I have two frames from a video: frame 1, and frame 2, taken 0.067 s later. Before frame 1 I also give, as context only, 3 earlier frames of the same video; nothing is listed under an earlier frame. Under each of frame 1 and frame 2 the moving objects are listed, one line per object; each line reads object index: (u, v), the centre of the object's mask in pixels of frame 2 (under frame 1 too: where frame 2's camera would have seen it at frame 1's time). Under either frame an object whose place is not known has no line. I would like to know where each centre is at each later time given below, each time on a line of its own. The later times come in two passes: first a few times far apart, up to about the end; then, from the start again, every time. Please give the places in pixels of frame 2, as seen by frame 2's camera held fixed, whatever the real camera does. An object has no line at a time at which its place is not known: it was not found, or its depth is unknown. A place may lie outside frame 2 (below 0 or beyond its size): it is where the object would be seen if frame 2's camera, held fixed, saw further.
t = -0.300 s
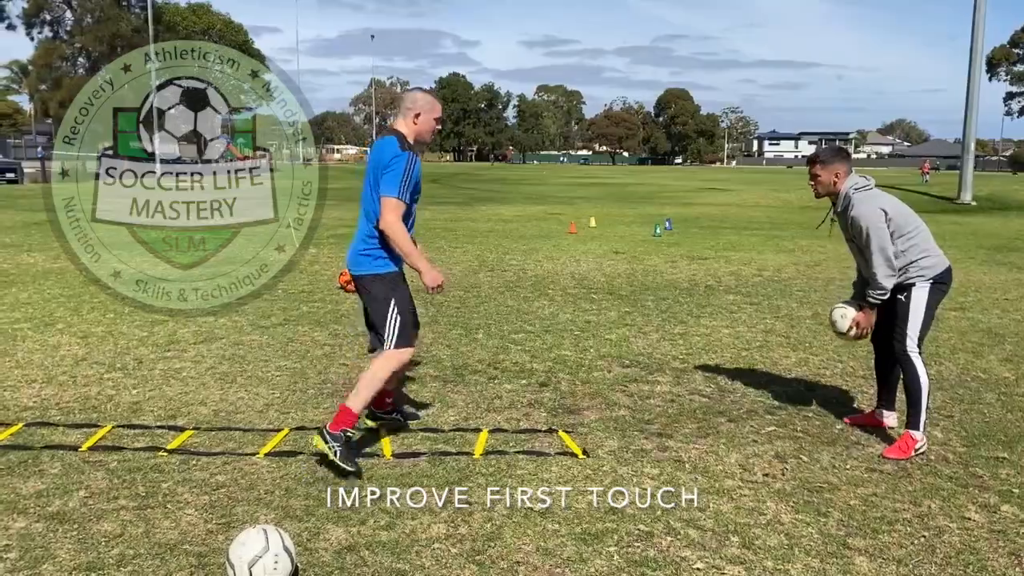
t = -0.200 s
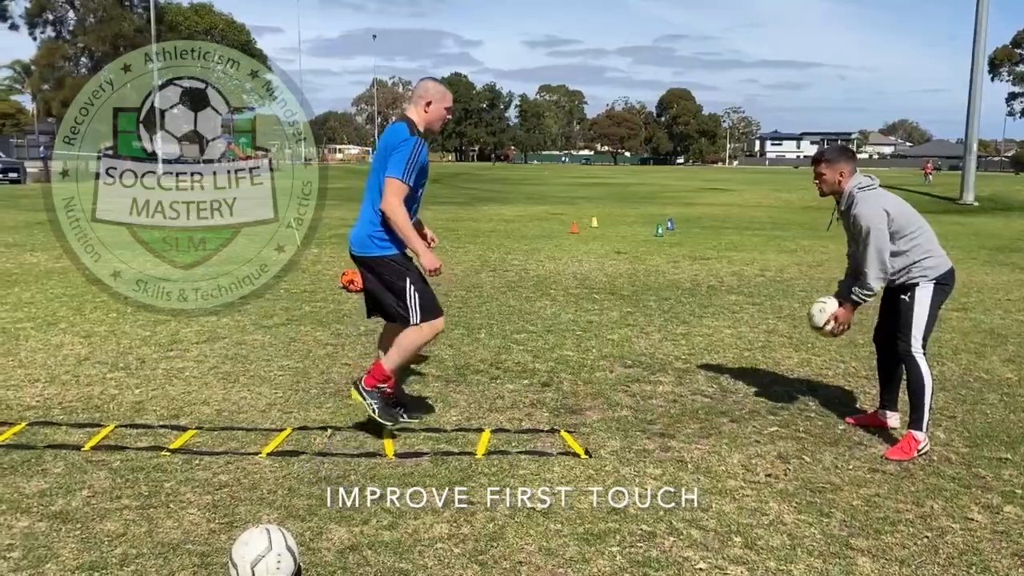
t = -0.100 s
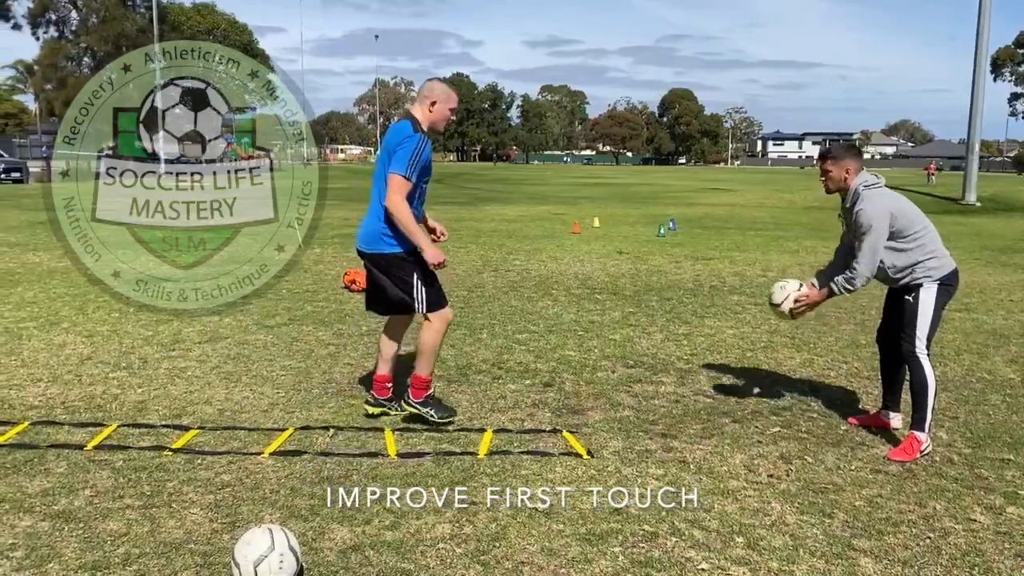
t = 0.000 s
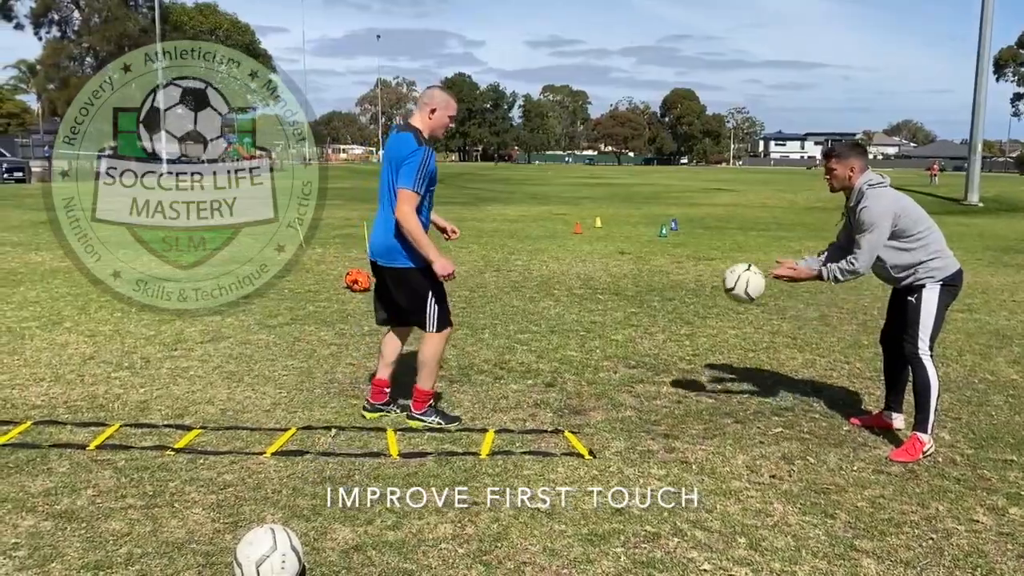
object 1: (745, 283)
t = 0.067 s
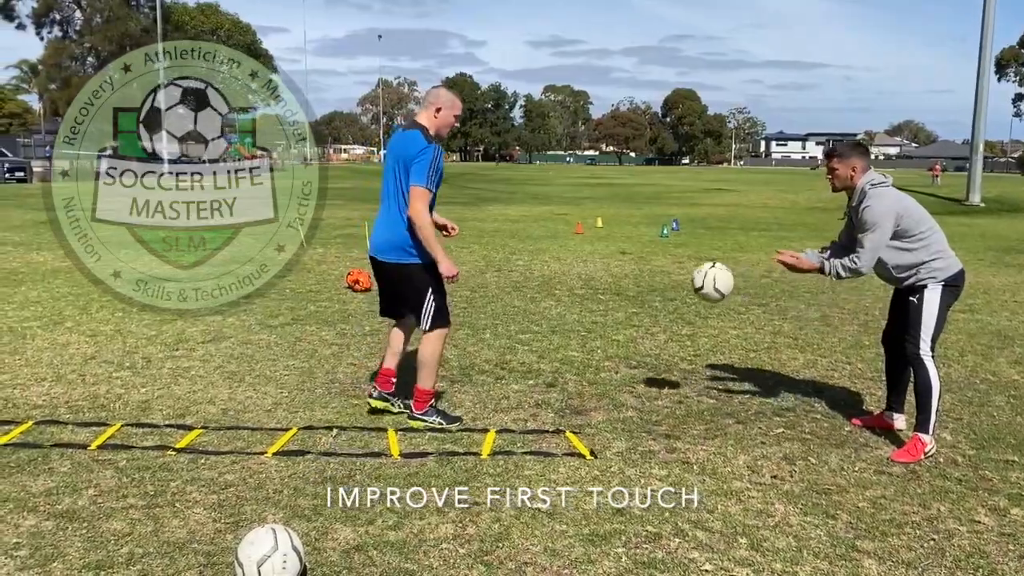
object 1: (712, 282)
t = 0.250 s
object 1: (625, 317)
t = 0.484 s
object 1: (527, 368)
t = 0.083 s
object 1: (704, 283)
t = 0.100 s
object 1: (696, 284)
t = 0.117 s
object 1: (688, 286)
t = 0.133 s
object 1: (680, 288)
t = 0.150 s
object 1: (672, 290)
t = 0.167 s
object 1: (664, 294)
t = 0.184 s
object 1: (657, 297)
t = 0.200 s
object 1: (648, 302)
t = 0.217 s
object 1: (640, 306)
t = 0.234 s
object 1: (632, 312)
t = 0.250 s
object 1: (625, 317)
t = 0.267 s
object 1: (617, 324)
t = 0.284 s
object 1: (610, 330)
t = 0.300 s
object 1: (602, 337)
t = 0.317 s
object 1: (594, 344)
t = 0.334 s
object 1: (587, 351)
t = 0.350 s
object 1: (579, 359)
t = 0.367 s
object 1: (571, 368)
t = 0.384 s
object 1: (564, 377)
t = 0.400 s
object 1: (556, 387)
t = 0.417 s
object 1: (549, 391)
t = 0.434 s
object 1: (544, 386)
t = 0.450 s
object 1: (539, 379)
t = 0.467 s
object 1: (533, 373)
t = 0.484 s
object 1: (527, 368)
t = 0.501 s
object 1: (522, 363)
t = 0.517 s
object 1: (516, 358)
